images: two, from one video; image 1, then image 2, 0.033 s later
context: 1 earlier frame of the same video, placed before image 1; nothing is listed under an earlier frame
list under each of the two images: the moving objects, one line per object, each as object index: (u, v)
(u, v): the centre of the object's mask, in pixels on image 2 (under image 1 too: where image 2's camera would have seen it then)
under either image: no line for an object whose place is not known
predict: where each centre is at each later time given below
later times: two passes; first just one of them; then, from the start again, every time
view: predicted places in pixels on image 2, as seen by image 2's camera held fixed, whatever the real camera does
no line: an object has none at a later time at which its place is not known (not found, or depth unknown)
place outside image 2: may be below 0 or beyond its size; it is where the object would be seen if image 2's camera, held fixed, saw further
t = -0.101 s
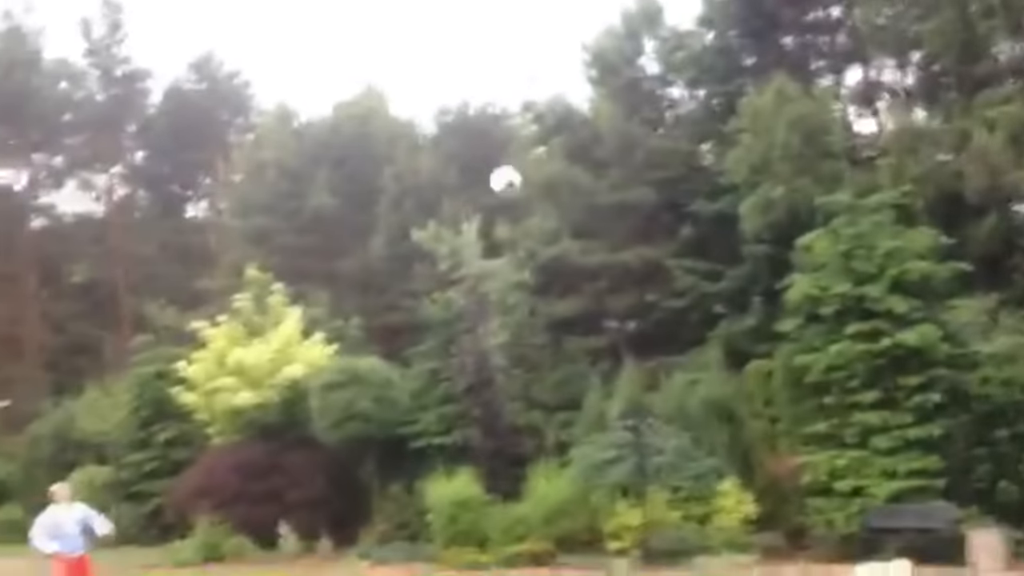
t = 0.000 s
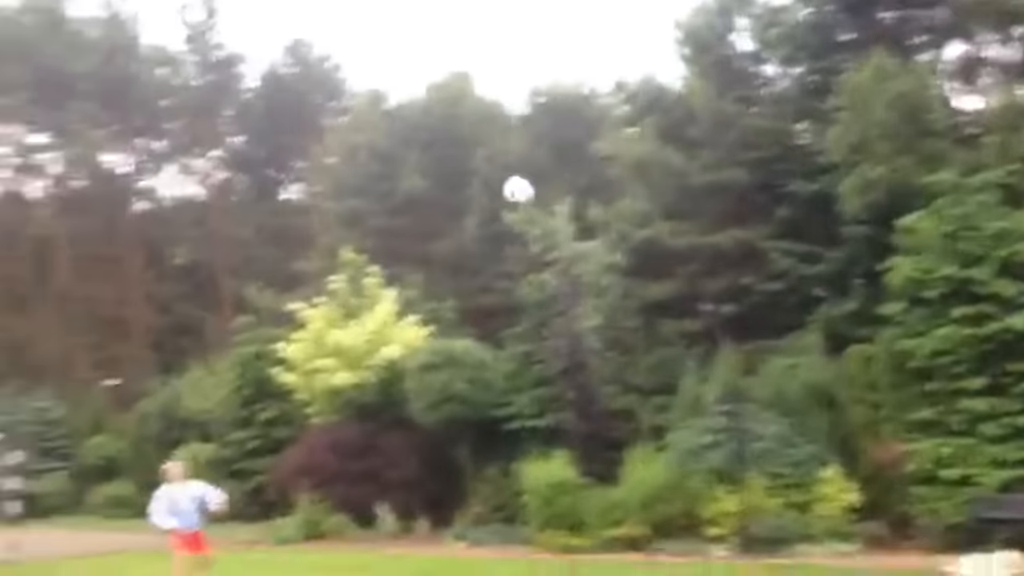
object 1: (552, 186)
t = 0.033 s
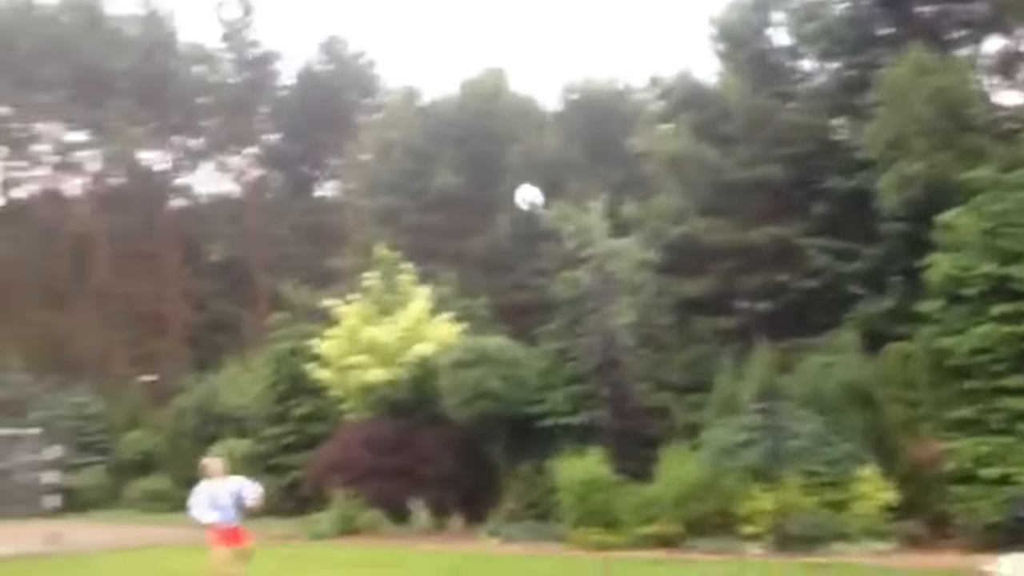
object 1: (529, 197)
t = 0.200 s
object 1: (437, 261)
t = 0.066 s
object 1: (509, 211)
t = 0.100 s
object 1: (488, 223)
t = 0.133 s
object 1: (472, 236)
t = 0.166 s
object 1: (453, 248)
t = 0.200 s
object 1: (437, 261)
